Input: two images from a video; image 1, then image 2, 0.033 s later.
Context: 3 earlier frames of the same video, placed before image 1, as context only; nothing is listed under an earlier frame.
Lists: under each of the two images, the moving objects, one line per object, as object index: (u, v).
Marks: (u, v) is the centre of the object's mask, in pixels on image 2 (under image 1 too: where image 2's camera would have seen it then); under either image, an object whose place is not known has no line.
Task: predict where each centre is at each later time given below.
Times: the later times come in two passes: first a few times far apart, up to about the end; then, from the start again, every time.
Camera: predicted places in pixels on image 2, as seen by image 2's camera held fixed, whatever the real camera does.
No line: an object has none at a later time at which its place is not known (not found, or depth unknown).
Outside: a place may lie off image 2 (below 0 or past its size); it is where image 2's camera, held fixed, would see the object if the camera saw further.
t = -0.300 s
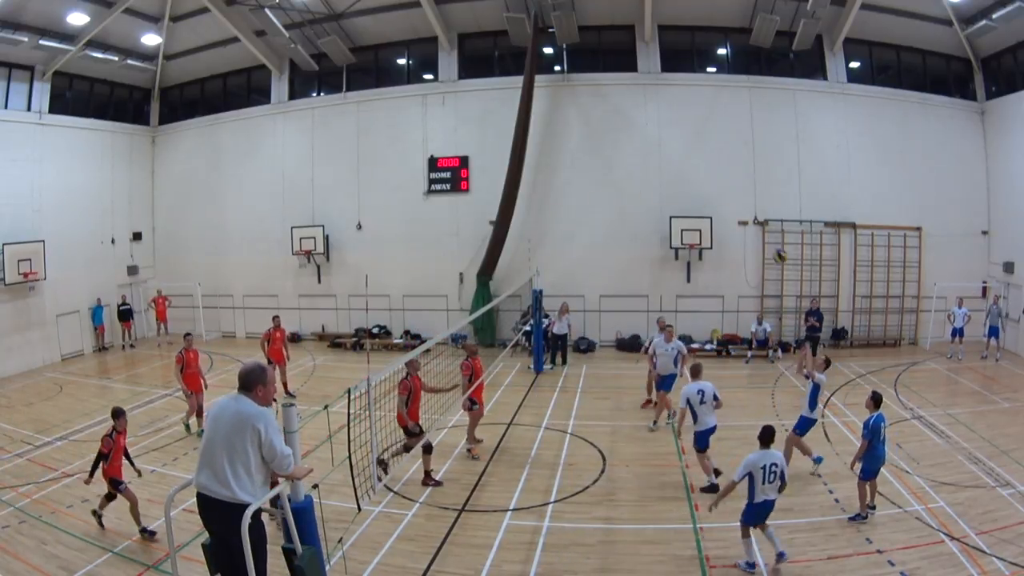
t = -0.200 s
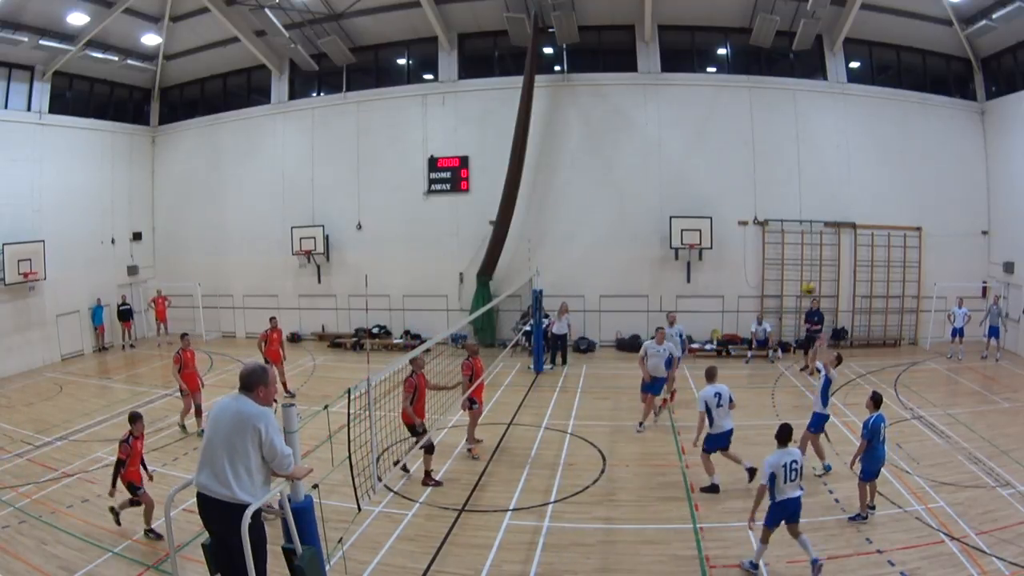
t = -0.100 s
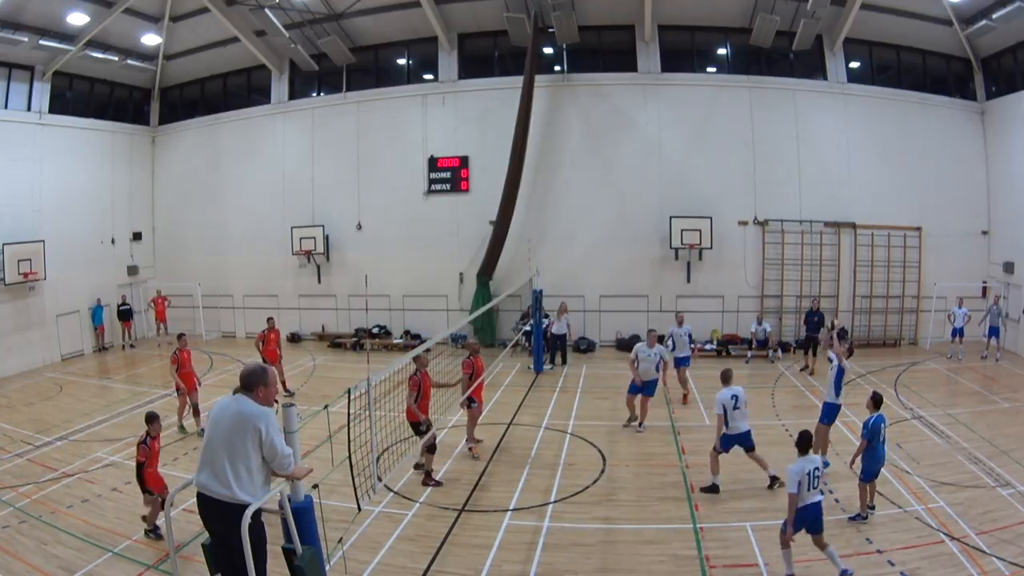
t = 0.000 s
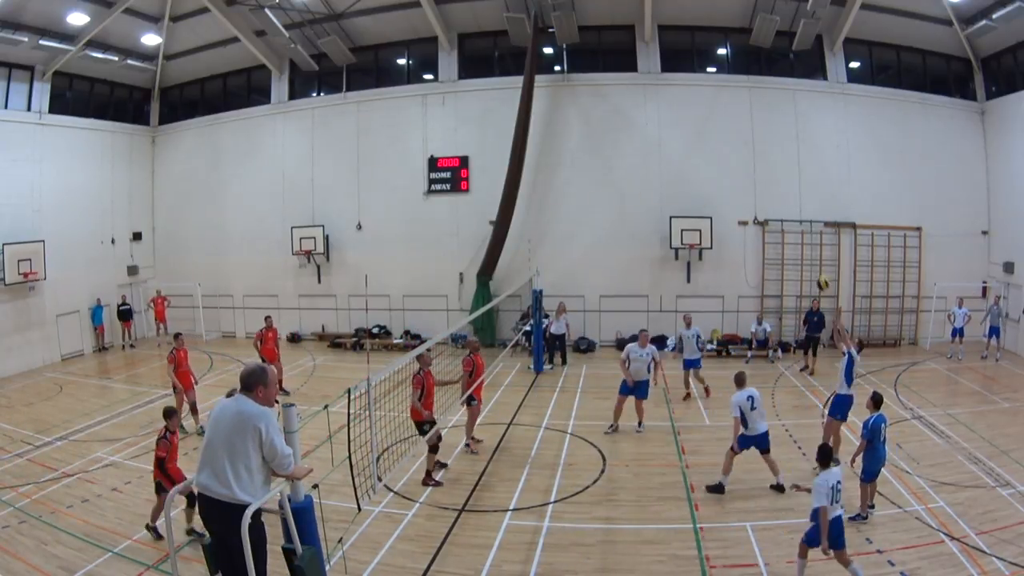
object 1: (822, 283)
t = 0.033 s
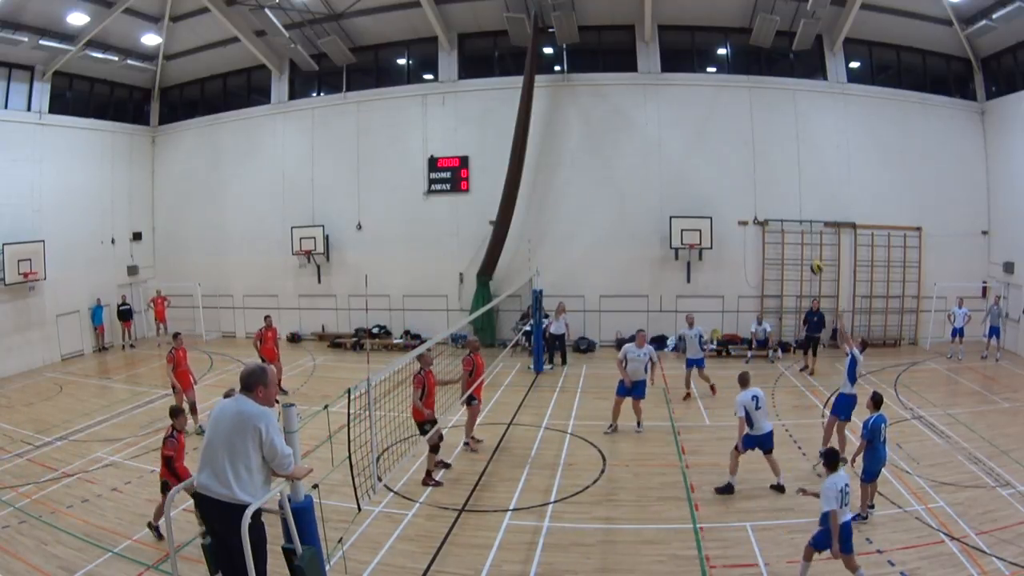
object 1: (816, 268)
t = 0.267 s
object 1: (771, 180)
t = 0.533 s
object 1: (720, 131)
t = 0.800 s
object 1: (672, 132)
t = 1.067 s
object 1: (628, 180)
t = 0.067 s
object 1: (810, 252)
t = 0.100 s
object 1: (804, 237)
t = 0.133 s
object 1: (797, 225)
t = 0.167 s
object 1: (790, 212)
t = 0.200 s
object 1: (784, 201)
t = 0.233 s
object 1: (777, 190)
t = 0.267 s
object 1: (771, 180)
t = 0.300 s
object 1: (764, 171)
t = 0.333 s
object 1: (758, 163)
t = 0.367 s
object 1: (752, 156)
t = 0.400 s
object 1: (745, 150)
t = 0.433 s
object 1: (739, 143)
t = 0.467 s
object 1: (732, 139)
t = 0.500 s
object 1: (726, 135)
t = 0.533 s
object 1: (720, 131)
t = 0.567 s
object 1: (714, 128)
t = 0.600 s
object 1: (708, 127)
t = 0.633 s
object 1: (702, 125)
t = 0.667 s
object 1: (696, 125)
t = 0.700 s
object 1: (690, 126)
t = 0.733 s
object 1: (684, 127)
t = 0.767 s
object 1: (678, 129)
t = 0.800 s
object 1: (672, 132)
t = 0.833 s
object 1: (667, 135)
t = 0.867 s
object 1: (662, 139)
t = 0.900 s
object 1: (656, 144)
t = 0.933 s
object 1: (650, 150)
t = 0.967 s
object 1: (645, 156)
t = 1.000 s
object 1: (639, 164)
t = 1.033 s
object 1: (634, 172)
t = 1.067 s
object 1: (628, 180)
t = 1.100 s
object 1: (623, 190)
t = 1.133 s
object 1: (619, 200)
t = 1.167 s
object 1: (613, 211)
